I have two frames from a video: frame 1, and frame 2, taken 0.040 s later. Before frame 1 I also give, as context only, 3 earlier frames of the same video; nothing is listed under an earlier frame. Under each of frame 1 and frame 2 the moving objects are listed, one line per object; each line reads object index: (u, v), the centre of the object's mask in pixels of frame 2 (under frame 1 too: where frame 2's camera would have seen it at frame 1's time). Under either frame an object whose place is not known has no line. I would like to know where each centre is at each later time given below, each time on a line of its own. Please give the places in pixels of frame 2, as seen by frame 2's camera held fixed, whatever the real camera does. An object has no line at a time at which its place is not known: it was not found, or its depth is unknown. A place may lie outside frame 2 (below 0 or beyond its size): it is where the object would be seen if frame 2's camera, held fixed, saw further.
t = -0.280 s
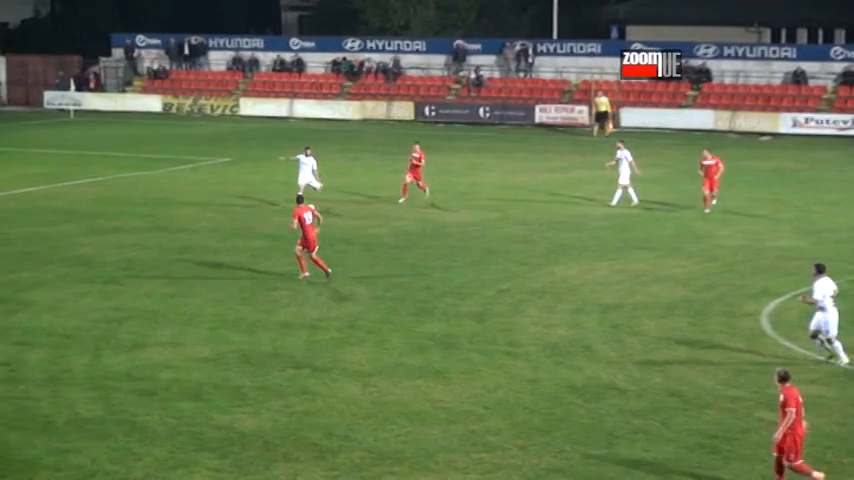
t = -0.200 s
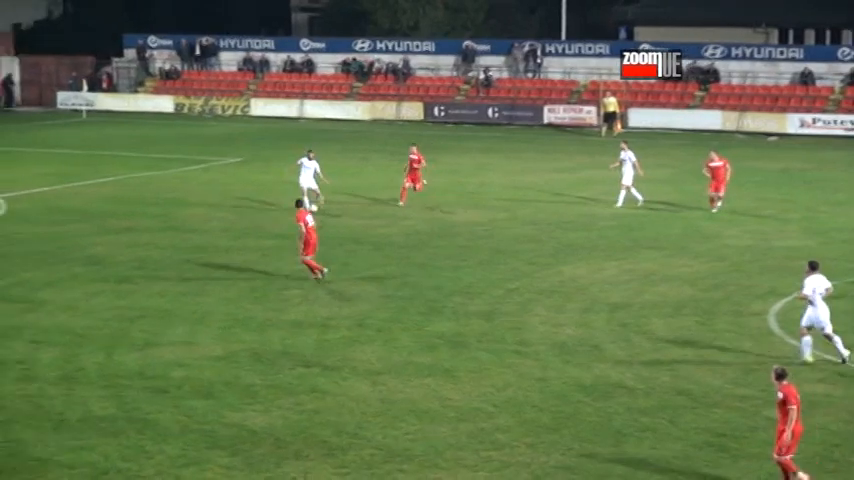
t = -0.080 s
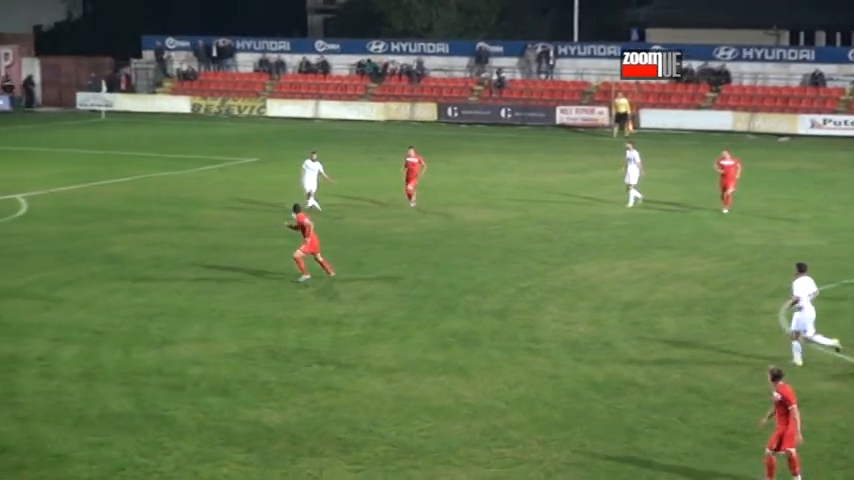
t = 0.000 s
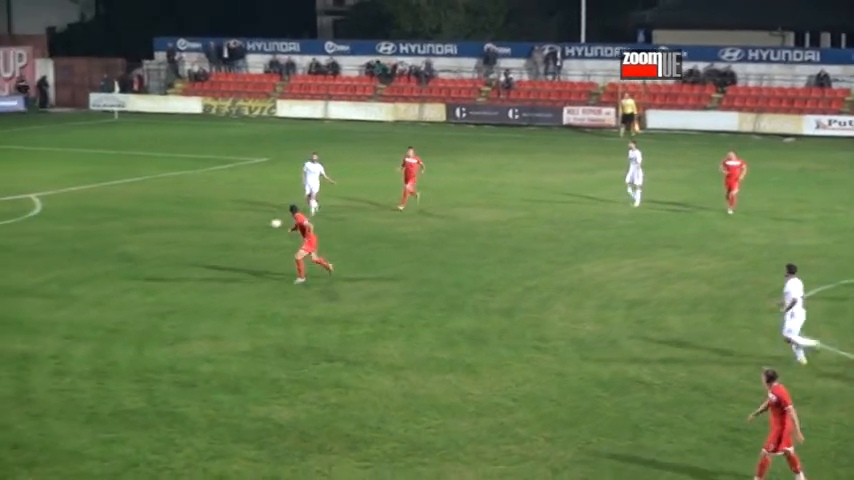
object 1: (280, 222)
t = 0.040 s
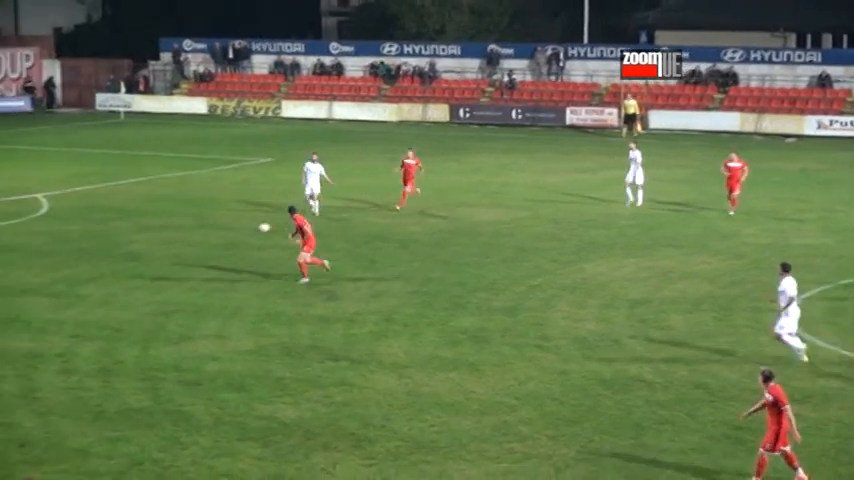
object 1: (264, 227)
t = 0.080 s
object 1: (248, 232)
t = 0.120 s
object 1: (234, 235)
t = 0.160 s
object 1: (217, 238)
